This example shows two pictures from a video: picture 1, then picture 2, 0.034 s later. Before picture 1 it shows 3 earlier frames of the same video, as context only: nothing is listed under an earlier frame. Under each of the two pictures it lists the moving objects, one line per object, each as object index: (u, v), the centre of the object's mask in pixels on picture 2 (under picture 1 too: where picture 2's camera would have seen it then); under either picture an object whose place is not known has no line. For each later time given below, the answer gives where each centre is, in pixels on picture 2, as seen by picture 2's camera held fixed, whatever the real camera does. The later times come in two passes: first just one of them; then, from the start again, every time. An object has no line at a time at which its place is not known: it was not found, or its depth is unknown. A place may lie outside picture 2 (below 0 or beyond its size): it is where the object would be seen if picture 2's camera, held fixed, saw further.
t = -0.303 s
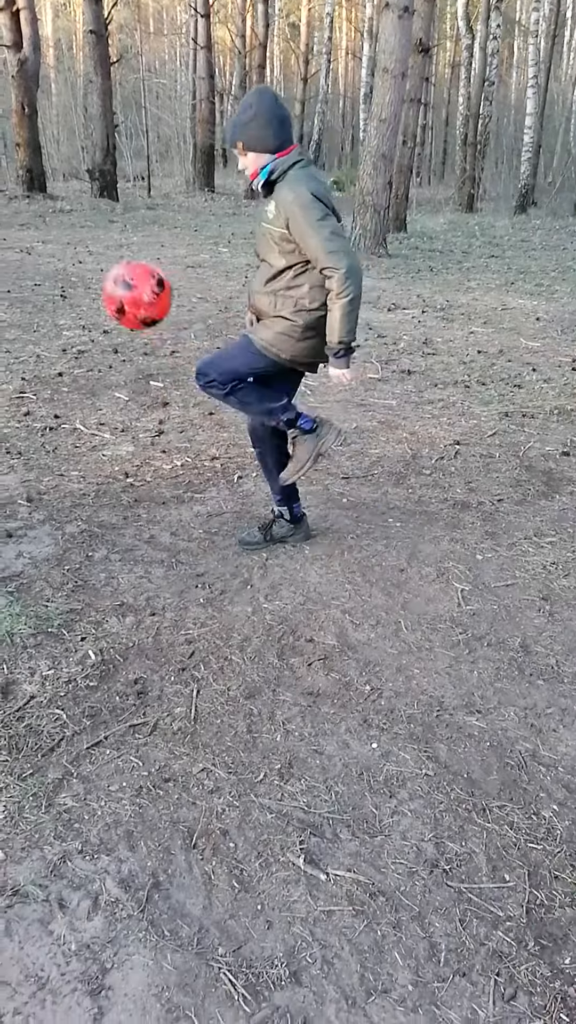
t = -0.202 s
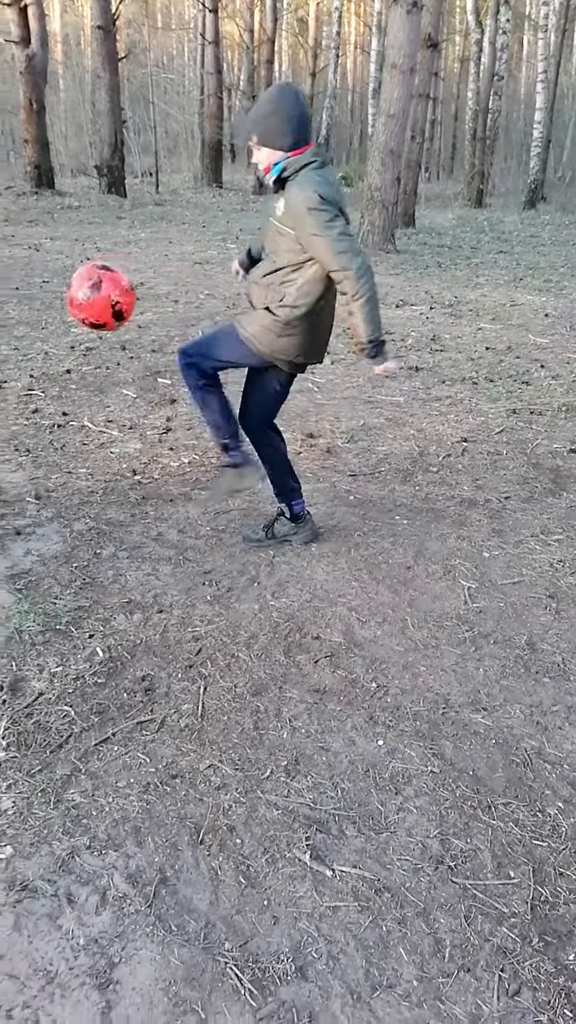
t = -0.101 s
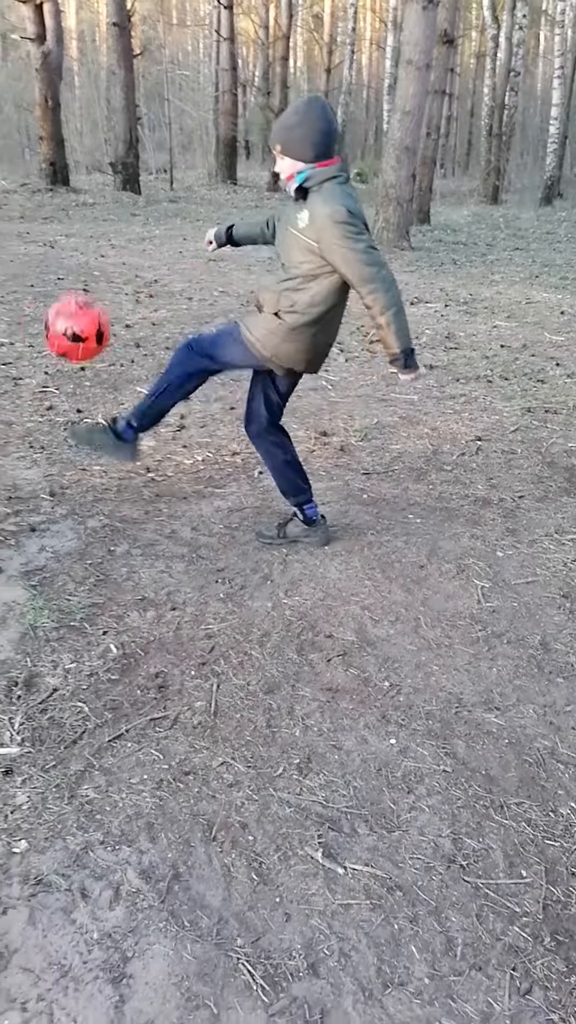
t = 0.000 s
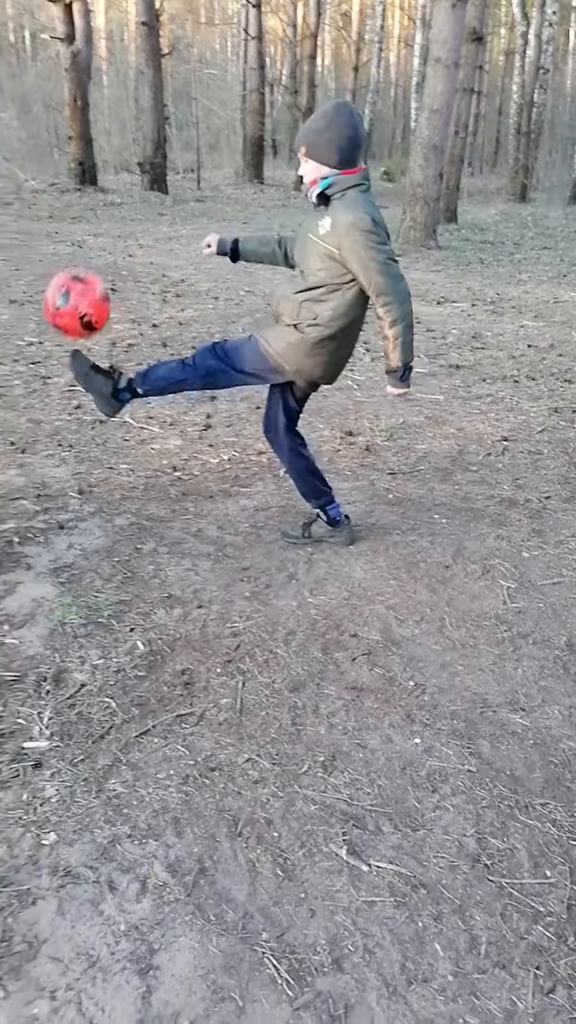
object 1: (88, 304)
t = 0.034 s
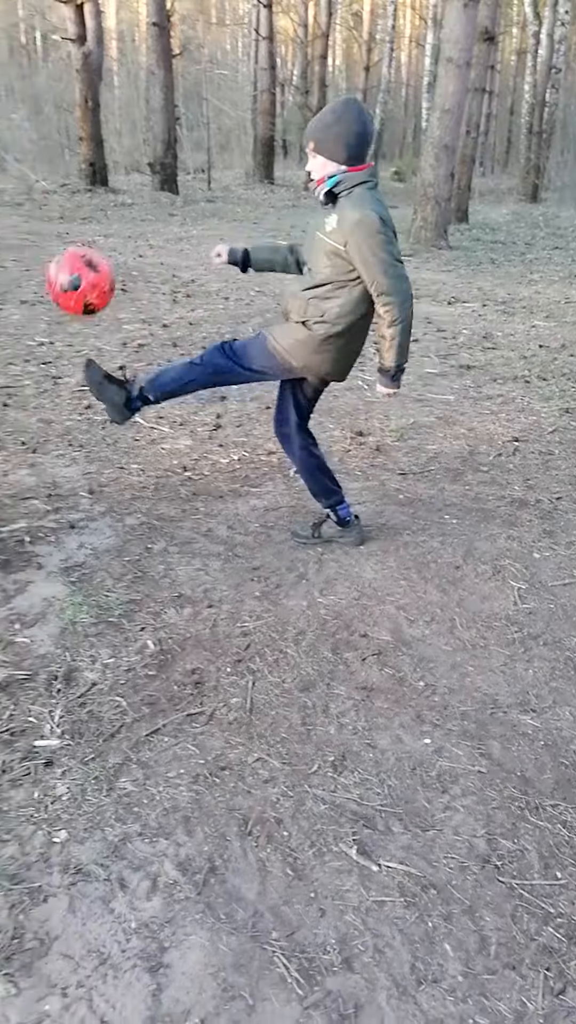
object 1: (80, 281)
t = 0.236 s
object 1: (44, 210)
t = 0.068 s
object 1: (73, 261)
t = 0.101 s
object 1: (67, 245)
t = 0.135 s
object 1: (59, 232)
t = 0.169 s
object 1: (54, 220)
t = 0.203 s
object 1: (48, 214)
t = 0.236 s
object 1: (44, 210)
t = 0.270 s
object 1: (39, 211)
